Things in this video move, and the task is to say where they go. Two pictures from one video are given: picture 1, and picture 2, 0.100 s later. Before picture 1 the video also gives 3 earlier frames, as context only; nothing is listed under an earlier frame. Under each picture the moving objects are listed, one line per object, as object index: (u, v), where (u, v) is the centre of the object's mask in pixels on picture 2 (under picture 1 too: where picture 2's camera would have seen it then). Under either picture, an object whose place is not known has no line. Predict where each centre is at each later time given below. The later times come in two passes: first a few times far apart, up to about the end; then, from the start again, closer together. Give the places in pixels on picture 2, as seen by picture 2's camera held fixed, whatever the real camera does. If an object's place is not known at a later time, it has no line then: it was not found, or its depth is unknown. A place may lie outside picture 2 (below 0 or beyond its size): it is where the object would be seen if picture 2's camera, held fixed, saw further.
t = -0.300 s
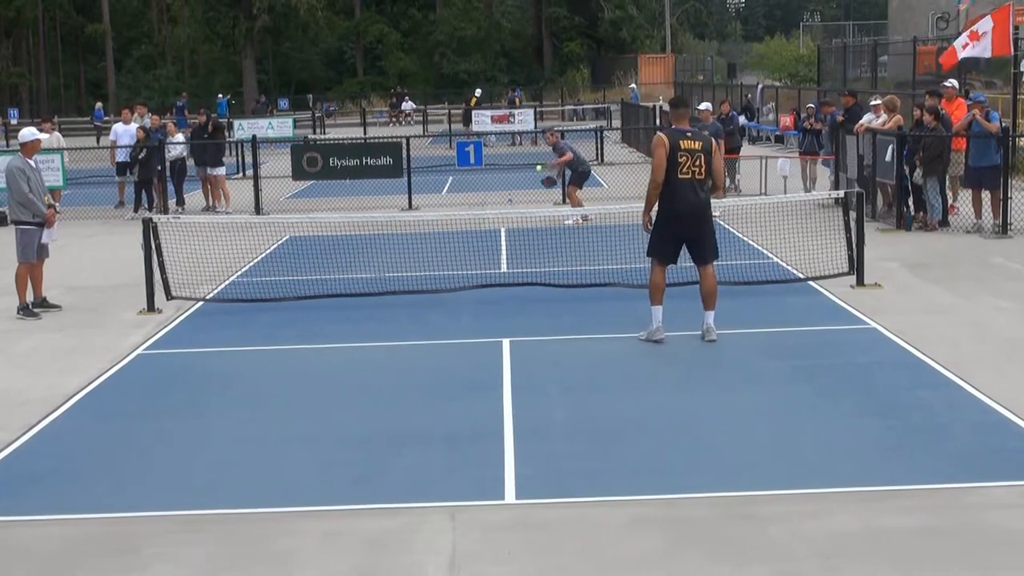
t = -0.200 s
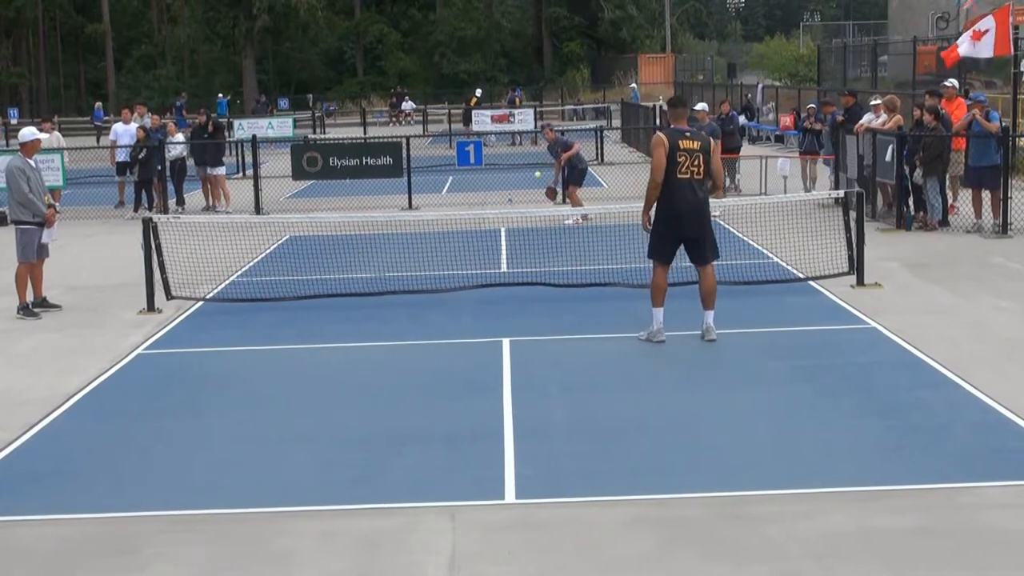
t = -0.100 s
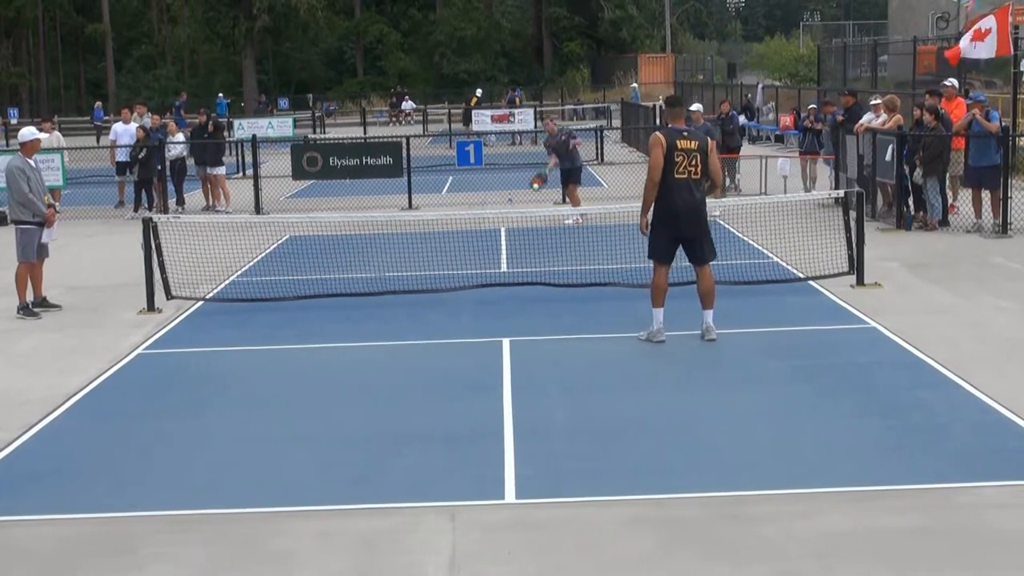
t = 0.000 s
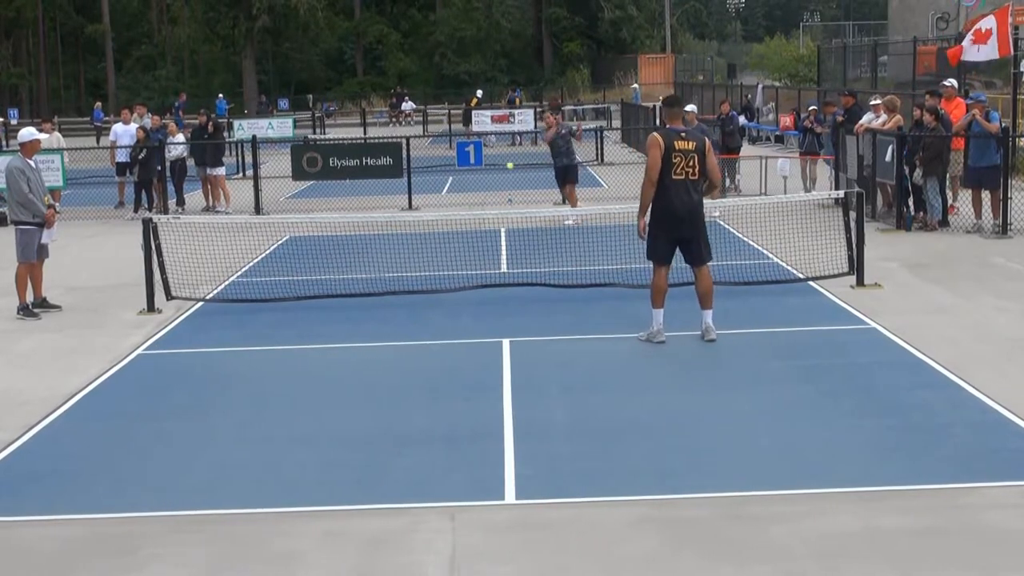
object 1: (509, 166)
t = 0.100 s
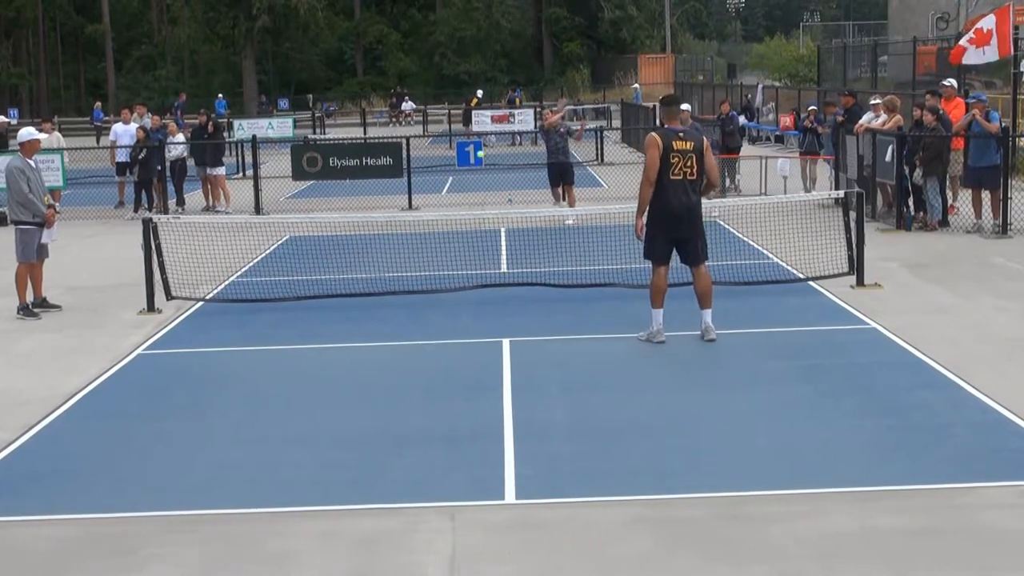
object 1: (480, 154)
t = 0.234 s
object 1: (434, 157)
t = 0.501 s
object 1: (313, 256)
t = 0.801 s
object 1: (126, 400)
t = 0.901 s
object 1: (53, 415)
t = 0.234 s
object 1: (434, 157)
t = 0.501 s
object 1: (313, 256)
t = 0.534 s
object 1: (294, 279)
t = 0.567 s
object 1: (275, 306)
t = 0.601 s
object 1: (254, 337)
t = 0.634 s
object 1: (232, 371)
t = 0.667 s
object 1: (210, 408)
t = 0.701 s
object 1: (191, 408)
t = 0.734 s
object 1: (170, 403)
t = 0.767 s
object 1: (148, 400)
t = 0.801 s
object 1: (126, 400)
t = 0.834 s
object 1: (102, 402)
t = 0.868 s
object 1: (78, 407)
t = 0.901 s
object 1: (53, 415)
